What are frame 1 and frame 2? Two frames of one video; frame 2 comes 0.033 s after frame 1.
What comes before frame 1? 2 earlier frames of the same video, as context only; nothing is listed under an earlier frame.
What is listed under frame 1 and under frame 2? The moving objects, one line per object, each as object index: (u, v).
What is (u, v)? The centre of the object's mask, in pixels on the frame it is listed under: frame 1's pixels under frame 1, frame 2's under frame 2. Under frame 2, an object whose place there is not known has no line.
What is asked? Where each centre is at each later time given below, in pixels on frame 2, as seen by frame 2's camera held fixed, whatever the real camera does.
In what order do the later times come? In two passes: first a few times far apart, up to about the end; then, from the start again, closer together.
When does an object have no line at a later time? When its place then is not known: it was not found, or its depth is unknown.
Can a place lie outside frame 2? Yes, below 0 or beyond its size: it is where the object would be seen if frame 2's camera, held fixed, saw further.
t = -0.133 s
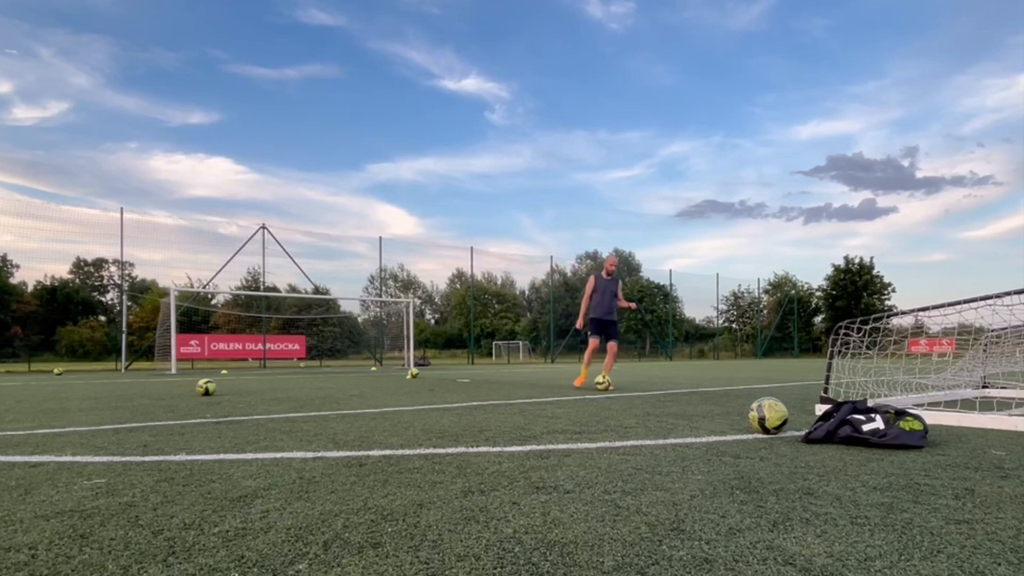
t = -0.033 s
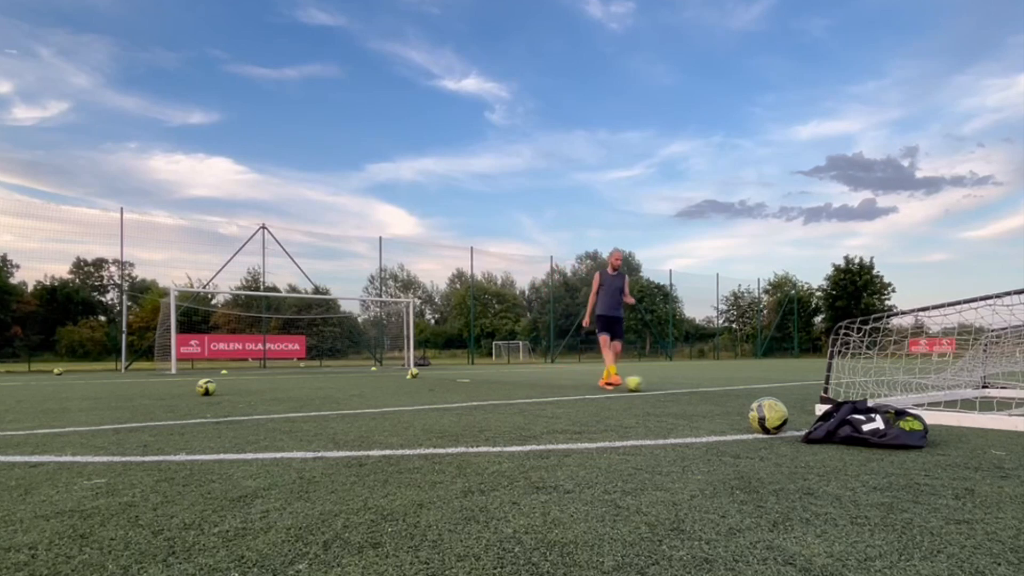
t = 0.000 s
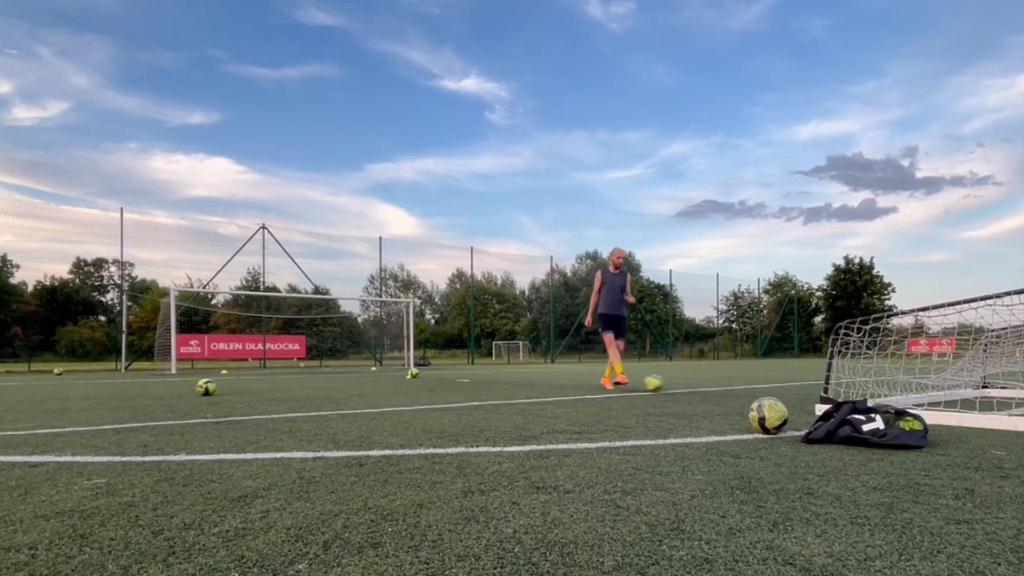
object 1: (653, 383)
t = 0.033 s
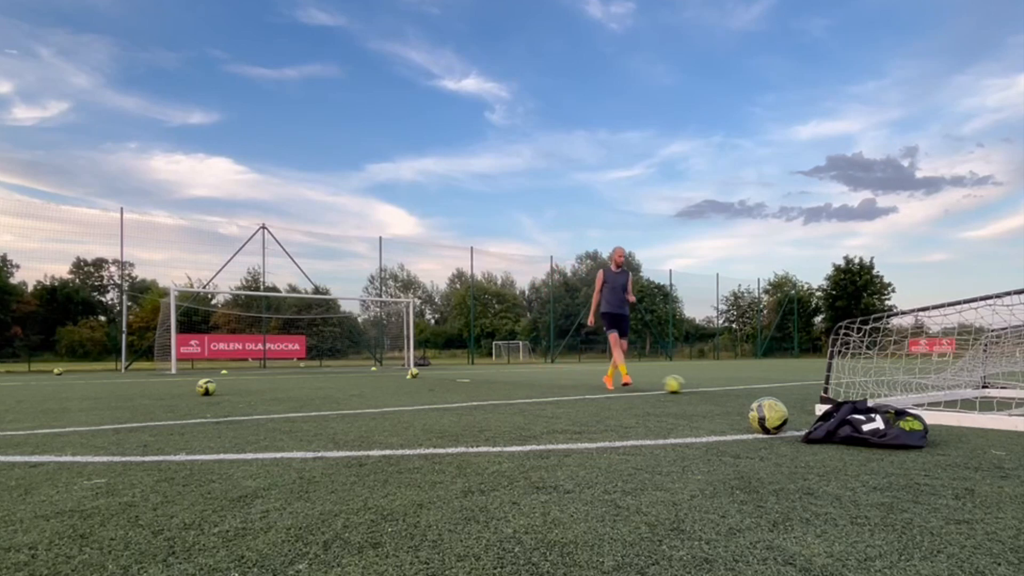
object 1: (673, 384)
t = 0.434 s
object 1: (859, 338)
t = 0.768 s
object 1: (773, 257)
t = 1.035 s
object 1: (719, 269)
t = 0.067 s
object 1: (695, 385)
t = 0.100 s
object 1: (716, 386)
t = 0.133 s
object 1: (738, 386)
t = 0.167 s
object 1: (761, 387)
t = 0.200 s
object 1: (786, 389)
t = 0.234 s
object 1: (810, 387)
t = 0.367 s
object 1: (880, 373)
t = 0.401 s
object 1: (869, 354)
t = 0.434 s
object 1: (859, 338)
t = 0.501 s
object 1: (840, 311)
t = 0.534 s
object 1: (832, 300)
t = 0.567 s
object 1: (823, 291)
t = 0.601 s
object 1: (813, 282)
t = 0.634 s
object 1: (804, 275)
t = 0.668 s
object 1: (796, 268)
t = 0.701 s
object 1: (788, 263)
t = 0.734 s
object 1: (781, 260)
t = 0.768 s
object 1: (773, 257)
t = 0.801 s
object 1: (766, 255)
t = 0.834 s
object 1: (759, 255)
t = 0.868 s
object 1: (752, 255)
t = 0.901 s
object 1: (745, 256)
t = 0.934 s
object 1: (738, 258)
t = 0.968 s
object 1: (732, 261)
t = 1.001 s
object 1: (726, 264)
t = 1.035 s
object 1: (719, 269)
